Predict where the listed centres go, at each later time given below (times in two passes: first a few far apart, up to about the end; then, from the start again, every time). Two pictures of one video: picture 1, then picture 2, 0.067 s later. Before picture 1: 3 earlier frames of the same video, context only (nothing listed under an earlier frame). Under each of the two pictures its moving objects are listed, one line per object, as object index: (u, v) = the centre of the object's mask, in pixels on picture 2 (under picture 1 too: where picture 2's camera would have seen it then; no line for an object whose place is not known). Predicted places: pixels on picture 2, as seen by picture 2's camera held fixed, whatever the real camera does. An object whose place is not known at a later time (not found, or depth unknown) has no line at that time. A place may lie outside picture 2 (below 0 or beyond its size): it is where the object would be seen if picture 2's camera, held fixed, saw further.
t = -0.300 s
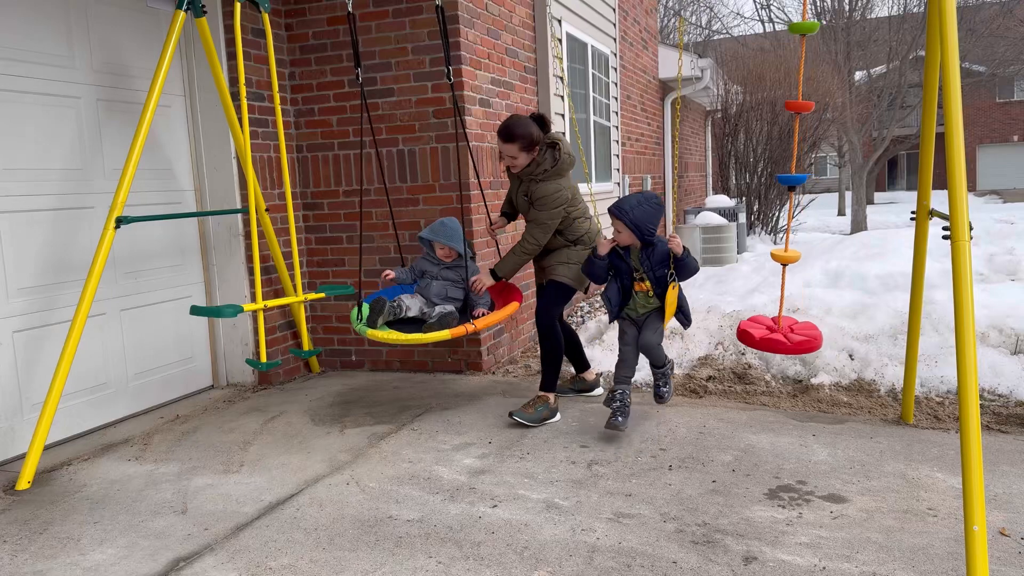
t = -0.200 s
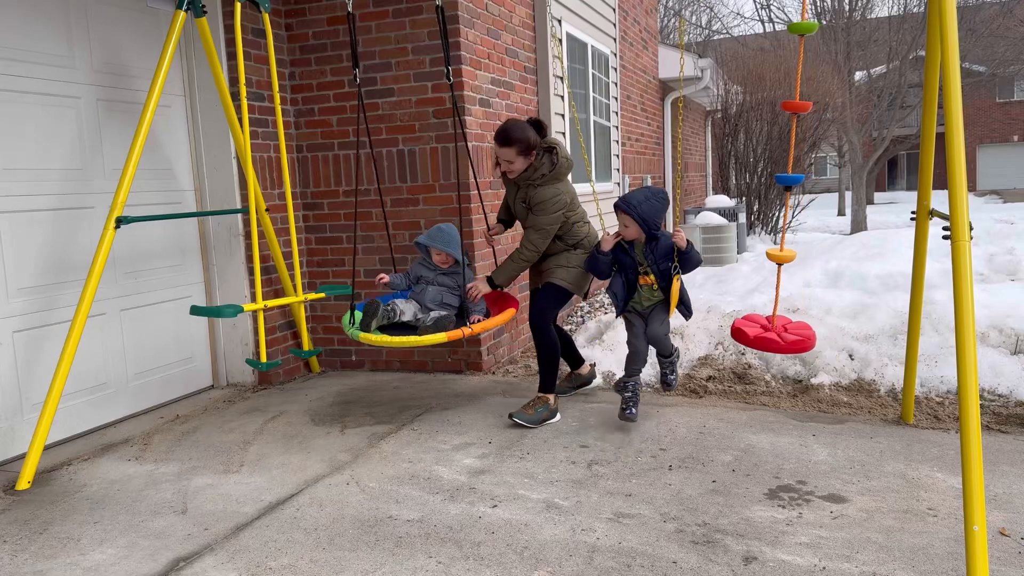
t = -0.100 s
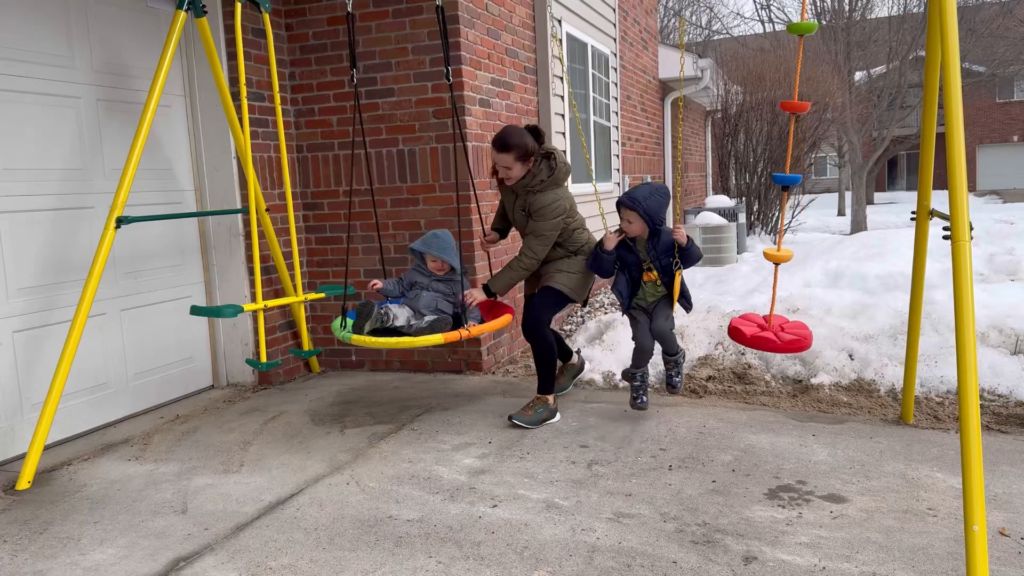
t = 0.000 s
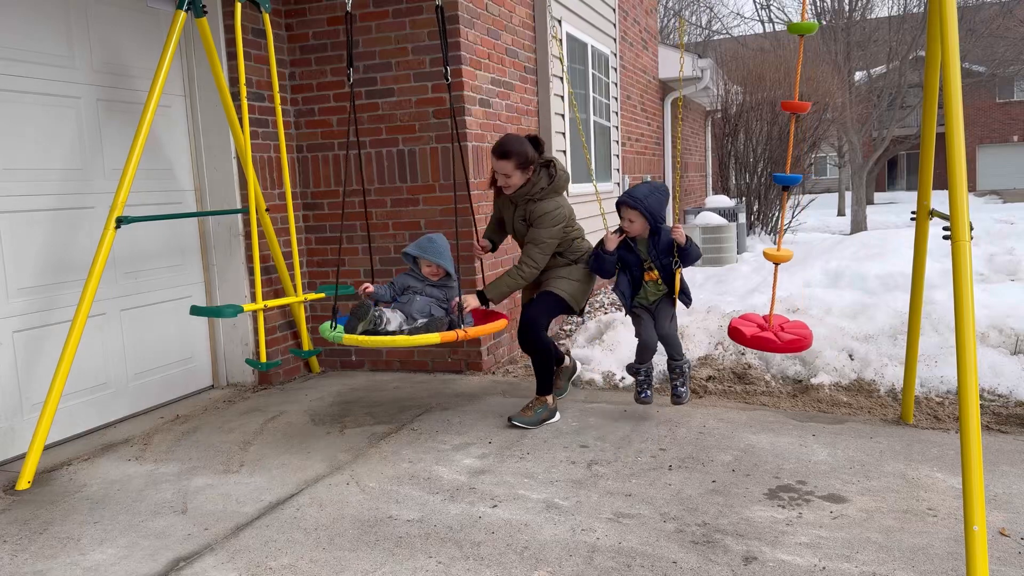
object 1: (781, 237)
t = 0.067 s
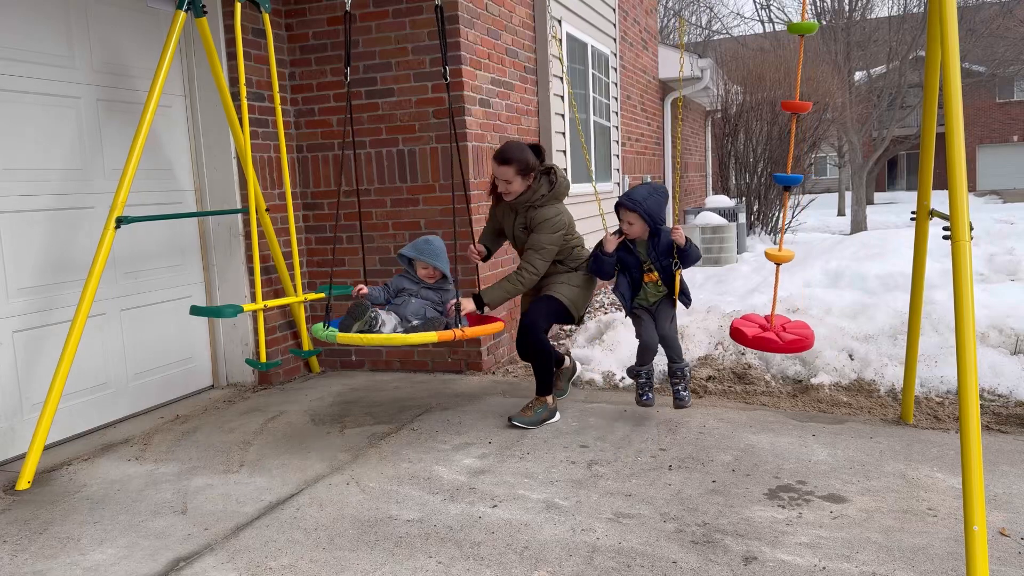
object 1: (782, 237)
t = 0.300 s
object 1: (794, 238)
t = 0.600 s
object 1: (821, 242)
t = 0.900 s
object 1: (843, 238)
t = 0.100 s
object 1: (783, 237)
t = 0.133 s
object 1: (784, 239)
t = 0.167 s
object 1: (786, 238)
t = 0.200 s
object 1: (788, 238)
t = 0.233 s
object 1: (790, 239)
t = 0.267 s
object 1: (792, 238)
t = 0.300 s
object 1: (794, 238)
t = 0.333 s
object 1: (797, 239)
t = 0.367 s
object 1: (800, 241)
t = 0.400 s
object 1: (802, 240)
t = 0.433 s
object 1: (805, 241)
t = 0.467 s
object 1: (808, 242)
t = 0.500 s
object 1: (811, 241)
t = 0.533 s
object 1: (815, 242)
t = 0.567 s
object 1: (818, 241)
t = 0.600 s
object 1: (821, 242)
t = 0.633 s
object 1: (824, 243)
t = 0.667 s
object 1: (827, 243)
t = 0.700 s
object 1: (830, 242)
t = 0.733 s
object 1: (832, 241)
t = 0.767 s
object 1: (835, 239)
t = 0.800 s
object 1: (837, 240)
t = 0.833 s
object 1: (839, 240)
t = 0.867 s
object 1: (841, 238)
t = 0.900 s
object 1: (843, 238)
